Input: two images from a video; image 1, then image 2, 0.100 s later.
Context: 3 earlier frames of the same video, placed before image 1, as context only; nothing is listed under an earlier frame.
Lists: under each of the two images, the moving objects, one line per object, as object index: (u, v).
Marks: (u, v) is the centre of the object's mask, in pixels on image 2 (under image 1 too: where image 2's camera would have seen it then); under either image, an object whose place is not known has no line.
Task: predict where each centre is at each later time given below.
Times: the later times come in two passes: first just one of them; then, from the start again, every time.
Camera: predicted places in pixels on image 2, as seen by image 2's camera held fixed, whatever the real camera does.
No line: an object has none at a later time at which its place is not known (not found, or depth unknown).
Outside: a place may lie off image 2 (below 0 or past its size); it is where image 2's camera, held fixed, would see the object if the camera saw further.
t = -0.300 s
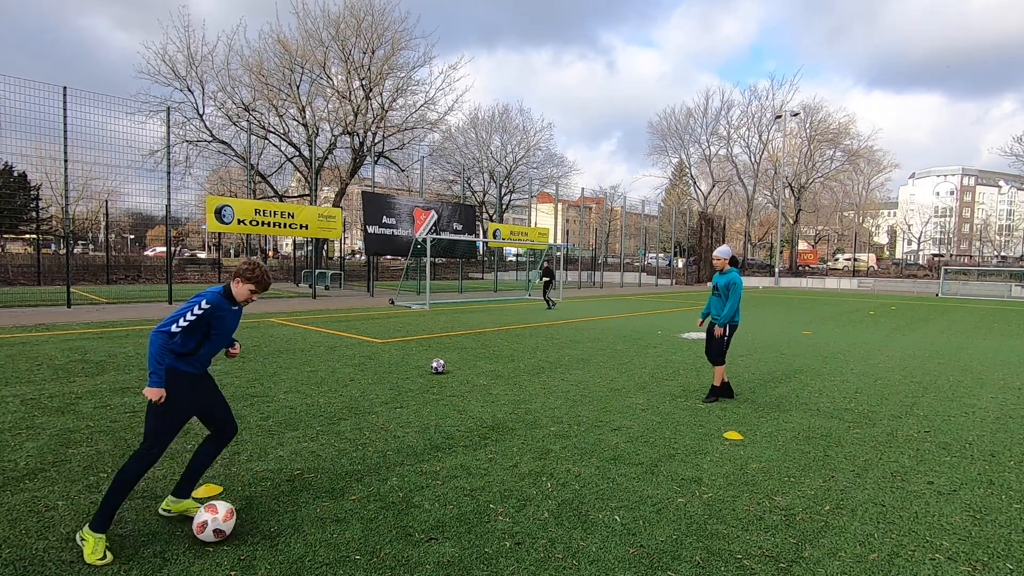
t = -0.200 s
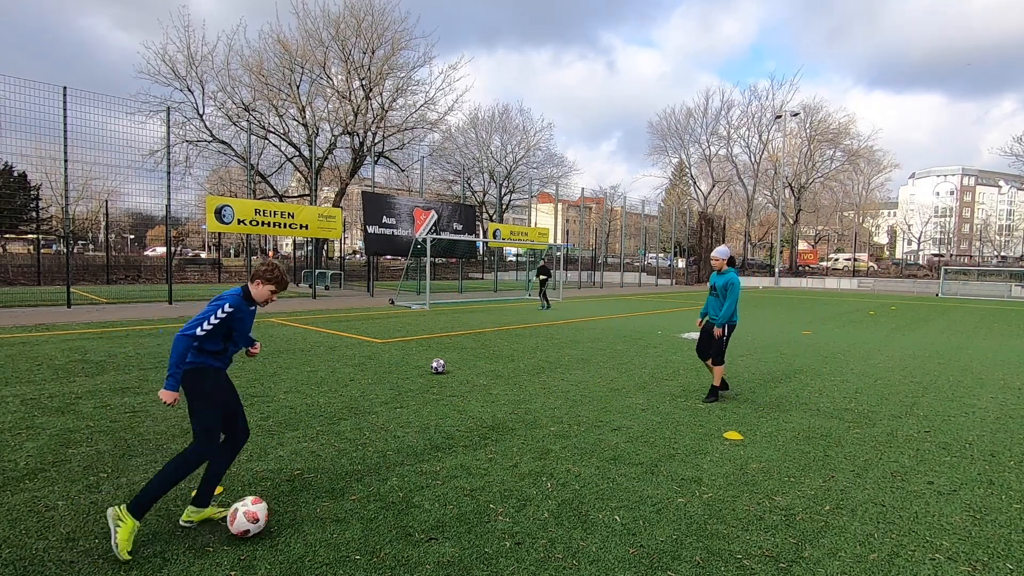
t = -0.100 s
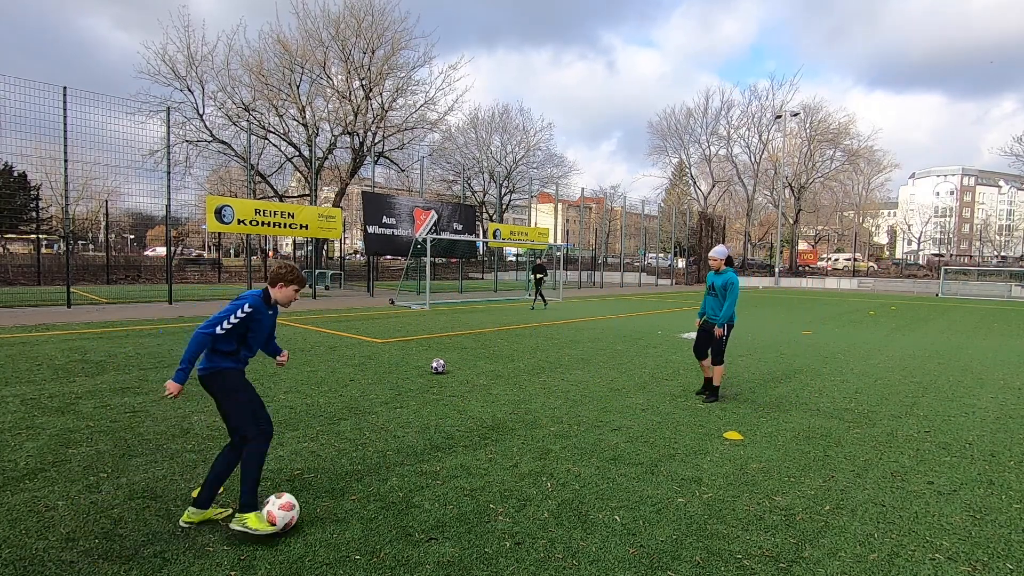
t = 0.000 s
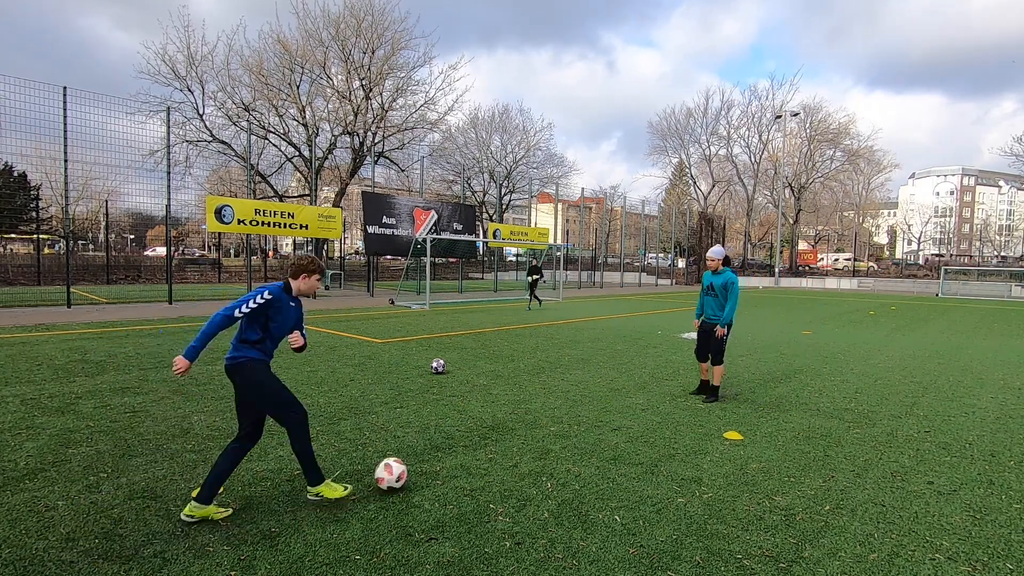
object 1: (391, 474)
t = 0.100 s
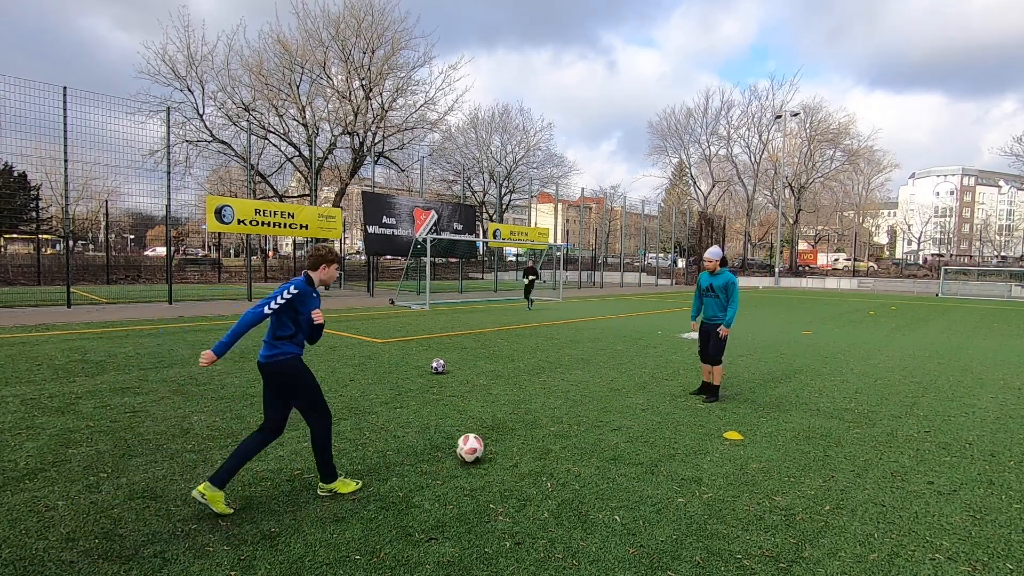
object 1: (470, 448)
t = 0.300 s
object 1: (569, 416)
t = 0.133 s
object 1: (490, 440)
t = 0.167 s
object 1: (509, 435)
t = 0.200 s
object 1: (526, 430)
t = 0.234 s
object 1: (542, 425)
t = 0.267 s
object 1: (556, 419)
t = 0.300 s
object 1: (569, 416)
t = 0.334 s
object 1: (581, 412)
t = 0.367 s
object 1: (591, 407)
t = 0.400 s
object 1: (602, 404)
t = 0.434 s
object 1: (611, 402)
